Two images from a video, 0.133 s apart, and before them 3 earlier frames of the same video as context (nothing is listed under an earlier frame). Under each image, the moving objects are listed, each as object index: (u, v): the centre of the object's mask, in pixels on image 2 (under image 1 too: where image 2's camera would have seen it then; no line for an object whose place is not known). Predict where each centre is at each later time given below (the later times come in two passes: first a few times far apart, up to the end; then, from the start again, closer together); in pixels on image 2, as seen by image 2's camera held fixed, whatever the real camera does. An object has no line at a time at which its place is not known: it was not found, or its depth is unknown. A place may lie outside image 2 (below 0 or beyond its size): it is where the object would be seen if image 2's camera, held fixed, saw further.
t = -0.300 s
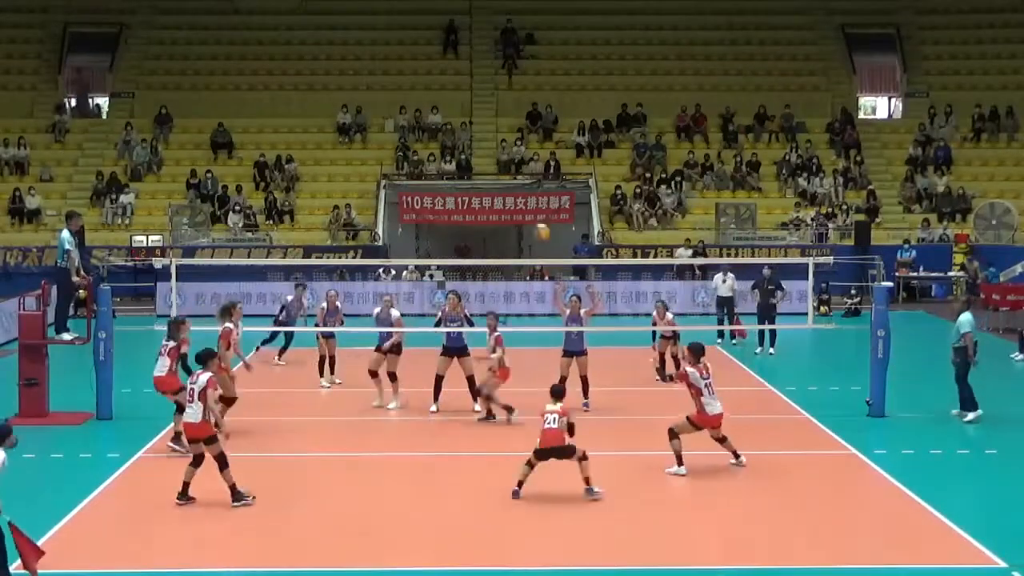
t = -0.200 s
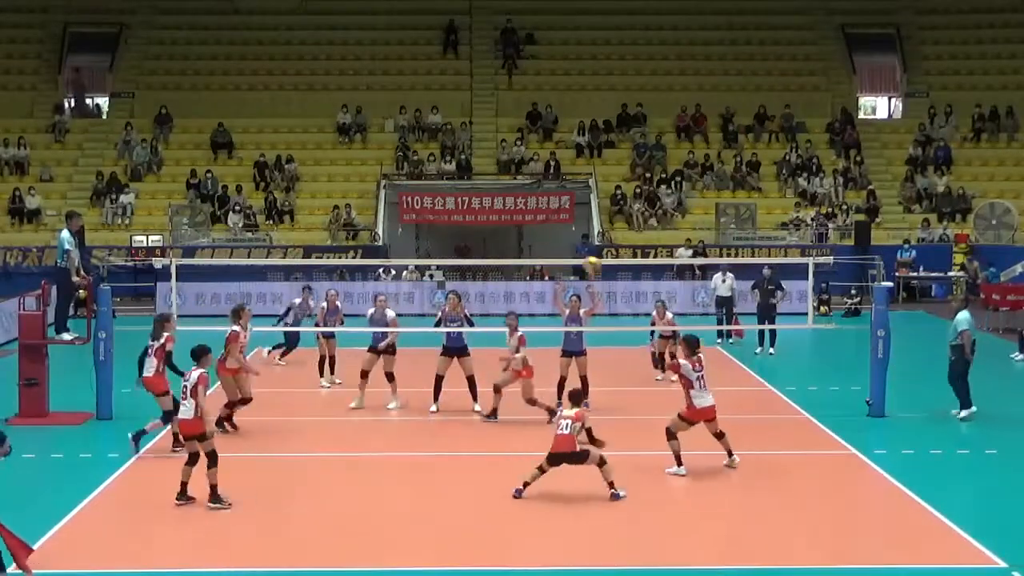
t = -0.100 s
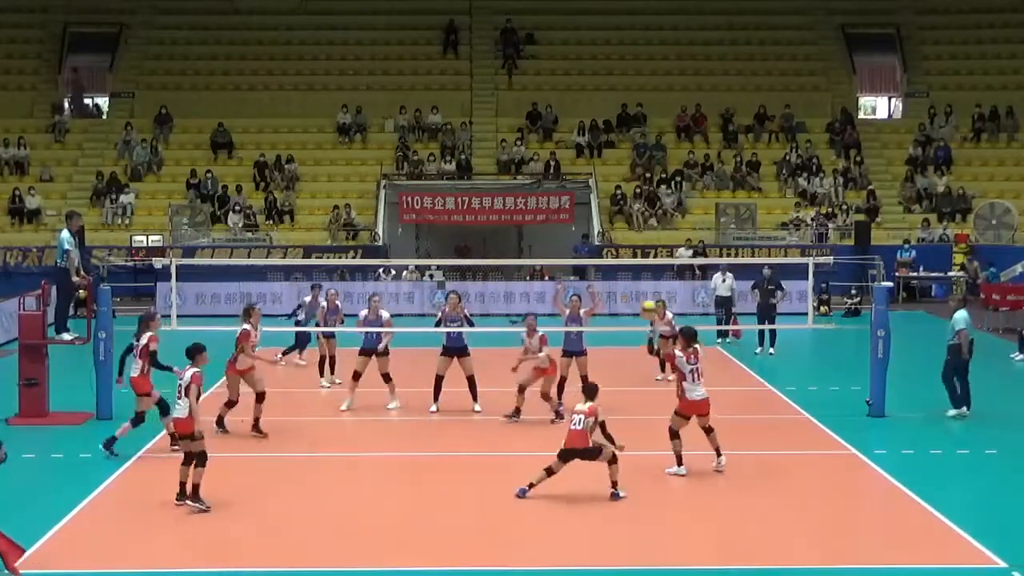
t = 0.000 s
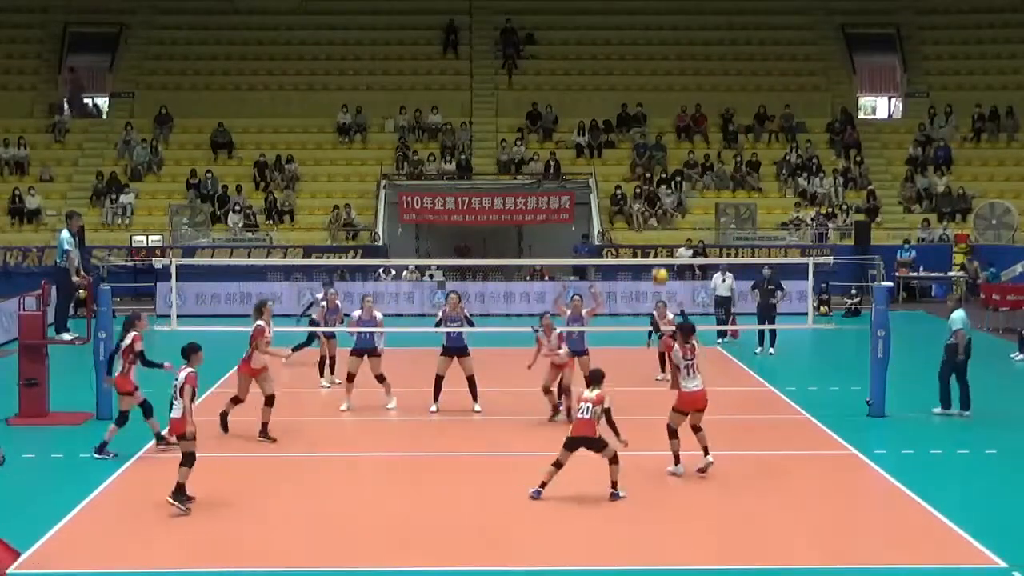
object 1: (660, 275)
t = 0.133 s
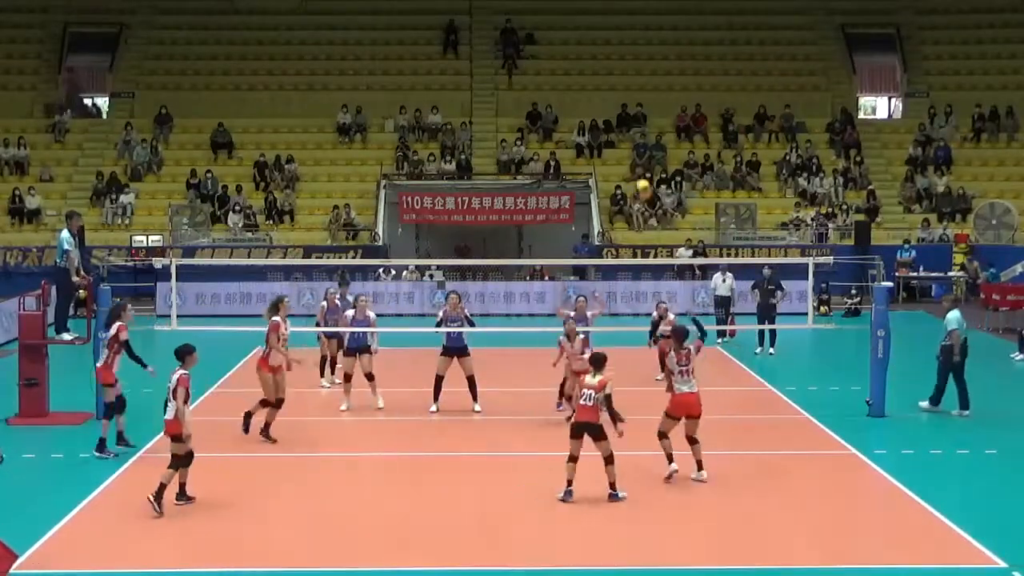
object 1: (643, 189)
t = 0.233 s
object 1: (631, 133)
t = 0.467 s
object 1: (603, 48)
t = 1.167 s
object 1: (531, 55)
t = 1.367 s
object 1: (513, 124)
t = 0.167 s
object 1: (639, 168)
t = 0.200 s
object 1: (635, 151)
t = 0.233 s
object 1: (631, 133)
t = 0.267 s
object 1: (627, 119)
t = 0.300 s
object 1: (622, 104)
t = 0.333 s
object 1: (618, 92)
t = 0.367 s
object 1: (614, 78)
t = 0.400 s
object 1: (610, 67)
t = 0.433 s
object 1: (607, 58)
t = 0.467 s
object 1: (603, 48)
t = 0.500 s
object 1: (599, 39)
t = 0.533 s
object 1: (595, 31)
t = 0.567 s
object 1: (591, 25)
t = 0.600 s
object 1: (587, 19)
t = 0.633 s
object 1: (583, 13)
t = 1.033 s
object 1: (543, 25)
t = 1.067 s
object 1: (540, 33)
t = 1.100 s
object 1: (537, 39)
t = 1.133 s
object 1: (533, 48)
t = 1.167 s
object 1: (531, 55)
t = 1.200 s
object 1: (528, 66)
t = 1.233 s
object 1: (525, 77)
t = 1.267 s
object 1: (522, 88)
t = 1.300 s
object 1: (518, 100)
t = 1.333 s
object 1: (516, 114)
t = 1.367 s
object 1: (513, 124)
